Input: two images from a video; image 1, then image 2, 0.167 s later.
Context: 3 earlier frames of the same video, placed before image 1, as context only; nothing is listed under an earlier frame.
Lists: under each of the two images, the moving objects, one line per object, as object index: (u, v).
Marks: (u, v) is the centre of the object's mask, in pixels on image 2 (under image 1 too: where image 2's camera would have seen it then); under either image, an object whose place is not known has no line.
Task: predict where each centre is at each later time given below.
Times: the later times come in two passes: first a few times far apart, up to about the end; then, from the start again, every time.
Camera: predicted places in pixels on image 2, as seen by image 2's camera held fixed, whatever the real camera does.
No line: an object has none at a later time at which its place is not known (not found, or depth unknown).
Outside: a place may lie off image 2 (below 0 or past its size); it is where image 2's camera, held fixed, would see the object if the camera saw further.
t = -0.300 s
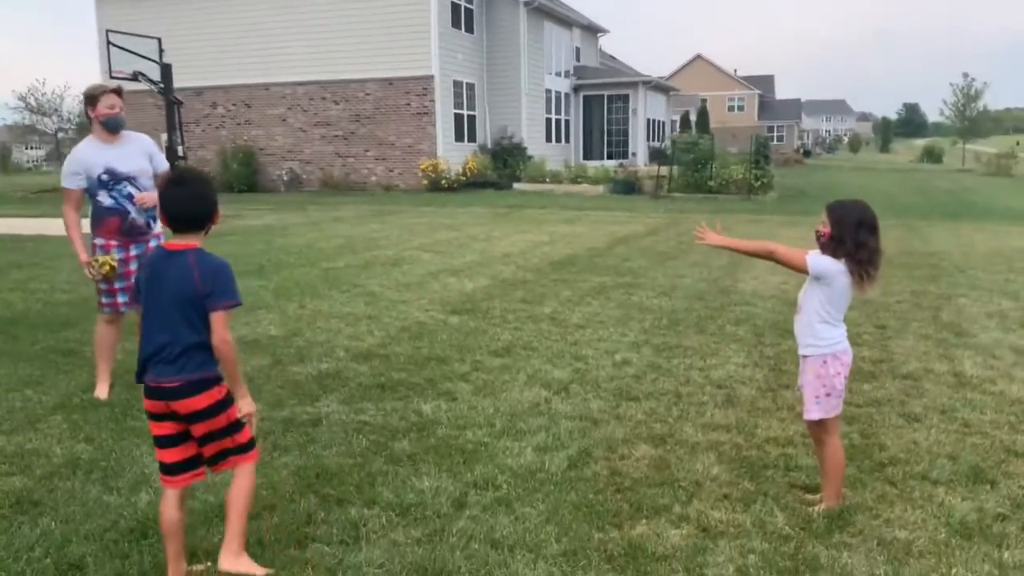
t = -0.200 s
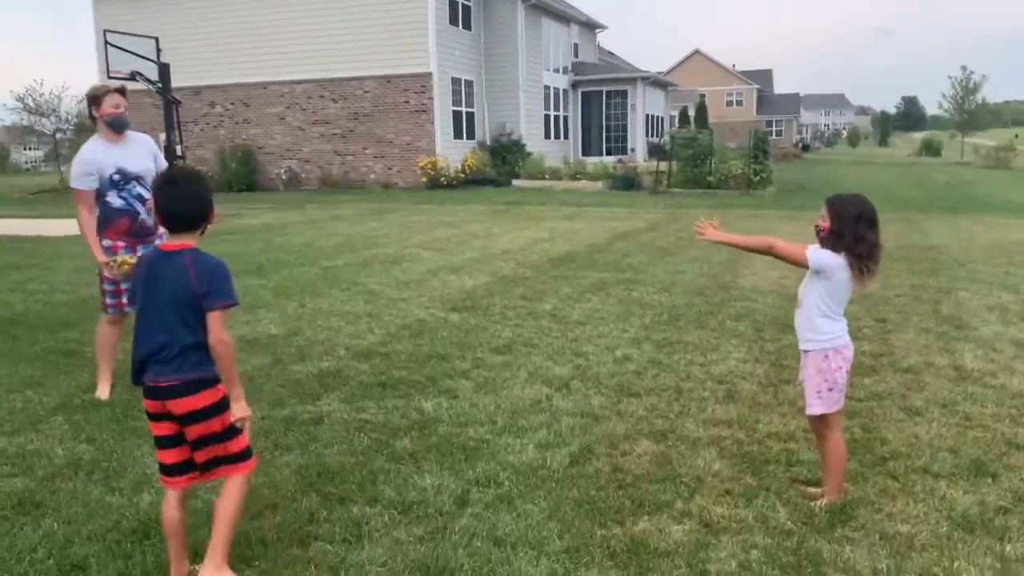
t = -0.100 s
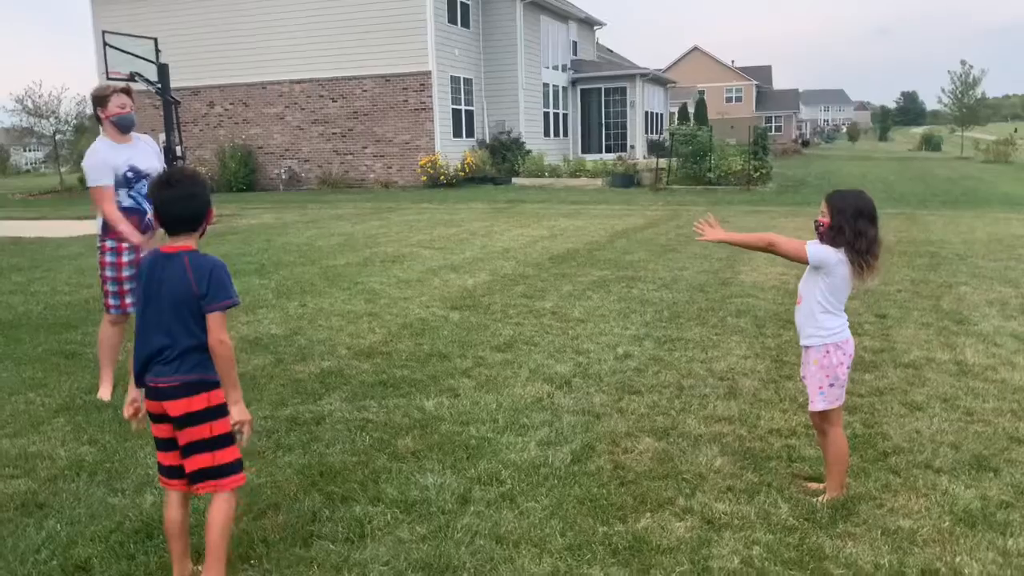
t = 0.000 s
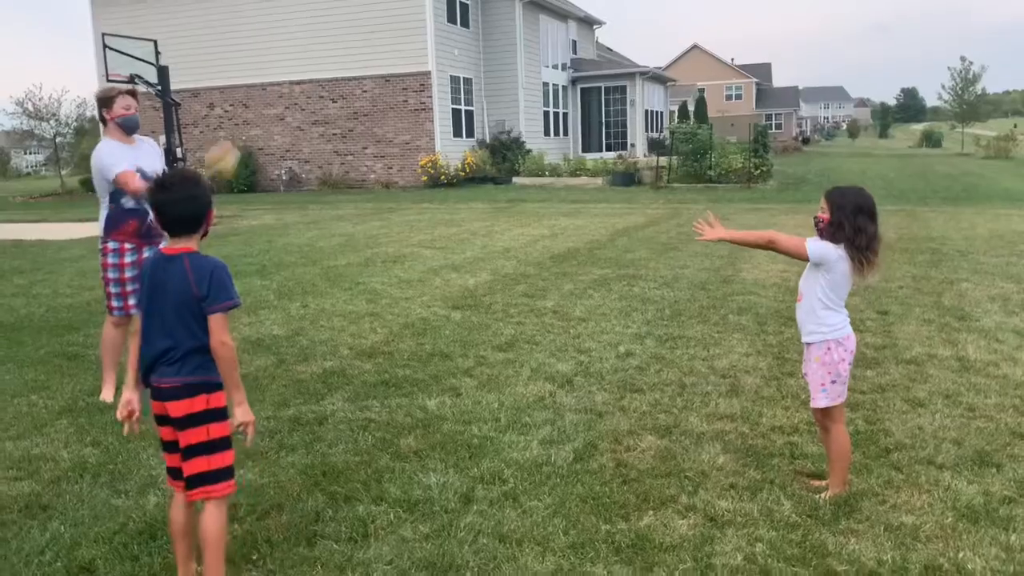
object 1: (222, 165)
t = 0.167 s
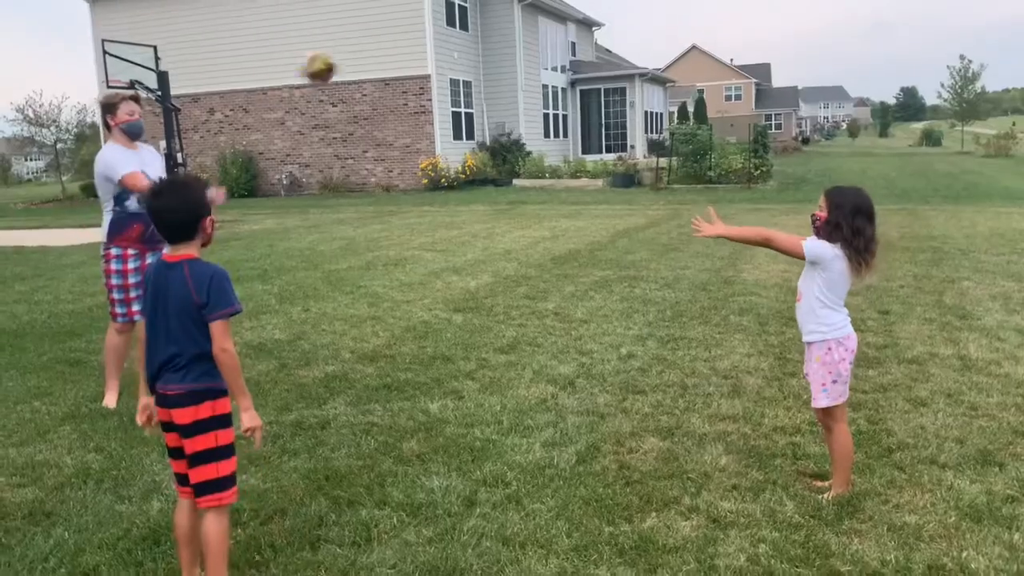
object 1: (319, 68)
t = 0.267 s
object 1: (381, 38)
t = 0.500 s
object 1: (551, 44)
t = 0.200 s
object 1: (340, 57)
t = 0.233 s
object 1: (360, 45)
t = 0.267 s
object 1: (381, 38)
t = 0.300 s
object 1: (404, 30)
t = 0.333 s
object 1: (425, 24)
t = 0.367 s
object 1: (450, 22)
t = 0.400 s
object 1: (476, 23)
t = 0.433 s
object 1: (499, 26)
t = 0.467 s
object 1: (526, 36)
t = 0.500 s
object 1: (551, 44)
